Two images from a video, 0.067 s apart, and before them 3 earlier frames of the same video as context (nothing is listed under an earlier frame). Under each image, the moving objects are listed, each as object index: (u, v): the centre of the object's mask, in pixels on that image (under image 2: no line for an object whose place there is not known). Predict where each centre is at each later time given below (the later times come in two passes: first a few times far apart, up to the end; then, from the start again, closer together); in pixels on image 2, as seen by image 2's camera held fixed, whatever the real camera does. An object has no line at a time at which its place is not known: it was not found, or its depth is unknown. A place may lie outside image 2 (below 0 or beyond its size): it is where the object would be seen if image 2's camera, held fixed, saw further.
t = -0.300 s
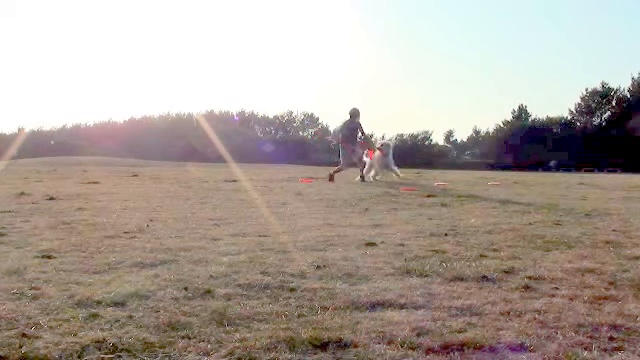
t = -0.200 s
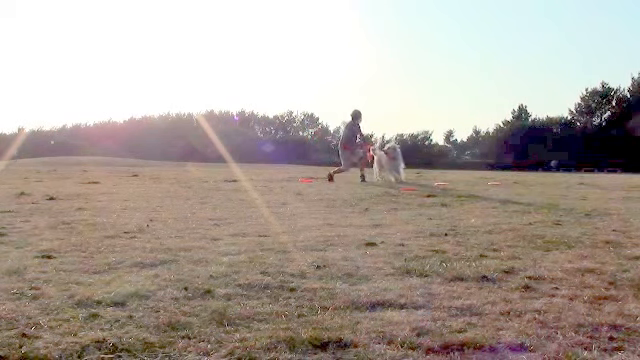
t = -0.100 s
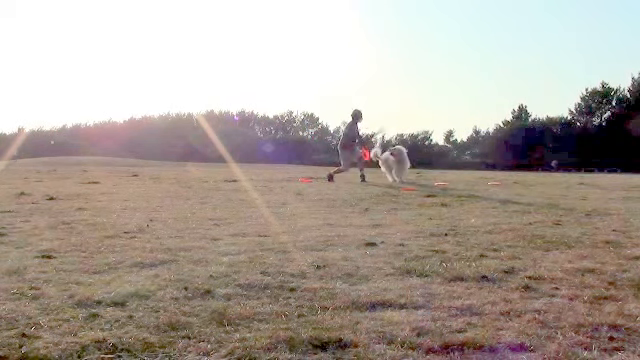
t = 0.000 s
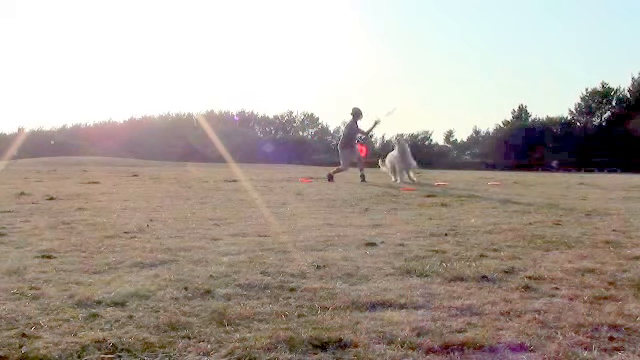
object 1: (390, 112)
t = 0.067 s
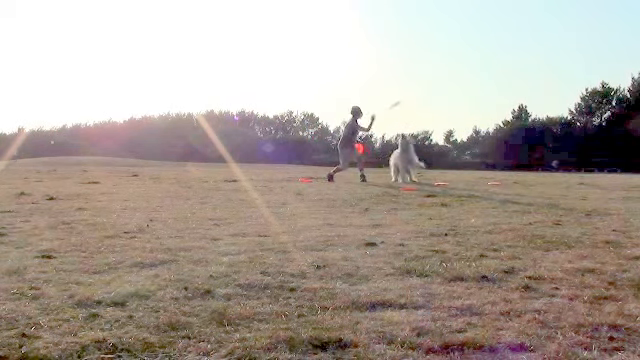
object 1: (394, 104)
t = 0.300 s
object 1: (415, 93)
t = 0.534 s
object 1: (434, 106)
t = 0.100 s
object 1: (398, 101)
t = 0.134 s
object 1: (400, 98)
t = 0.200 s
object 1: (407, 94)
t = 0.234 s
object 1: (410, 93)
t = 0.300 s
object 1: (415, 93)
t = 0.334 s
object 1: (417, 93)
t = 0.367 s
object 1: (421, 94)
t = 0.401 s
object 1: (424, 96)
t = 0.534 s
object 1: (434, 106)
